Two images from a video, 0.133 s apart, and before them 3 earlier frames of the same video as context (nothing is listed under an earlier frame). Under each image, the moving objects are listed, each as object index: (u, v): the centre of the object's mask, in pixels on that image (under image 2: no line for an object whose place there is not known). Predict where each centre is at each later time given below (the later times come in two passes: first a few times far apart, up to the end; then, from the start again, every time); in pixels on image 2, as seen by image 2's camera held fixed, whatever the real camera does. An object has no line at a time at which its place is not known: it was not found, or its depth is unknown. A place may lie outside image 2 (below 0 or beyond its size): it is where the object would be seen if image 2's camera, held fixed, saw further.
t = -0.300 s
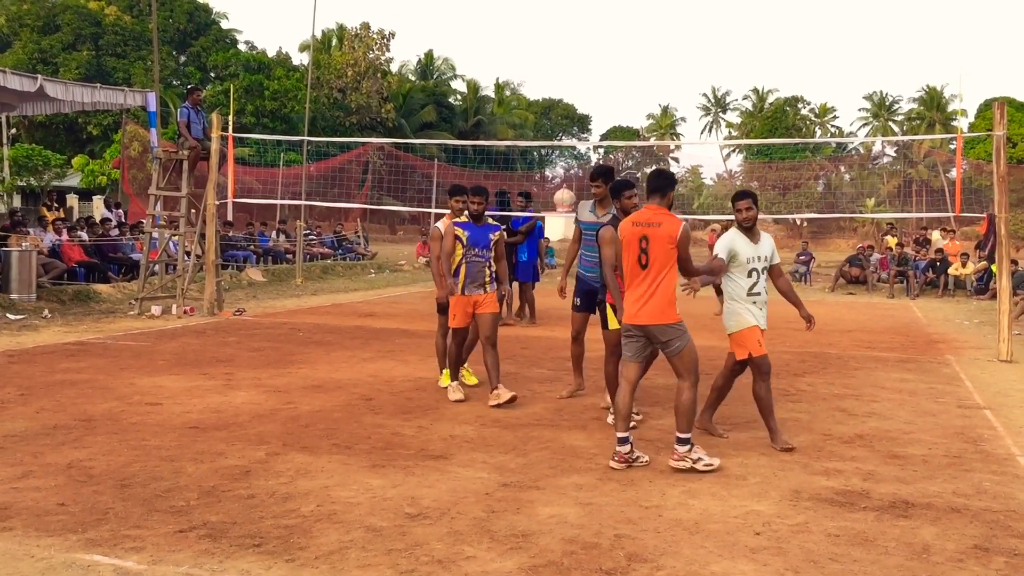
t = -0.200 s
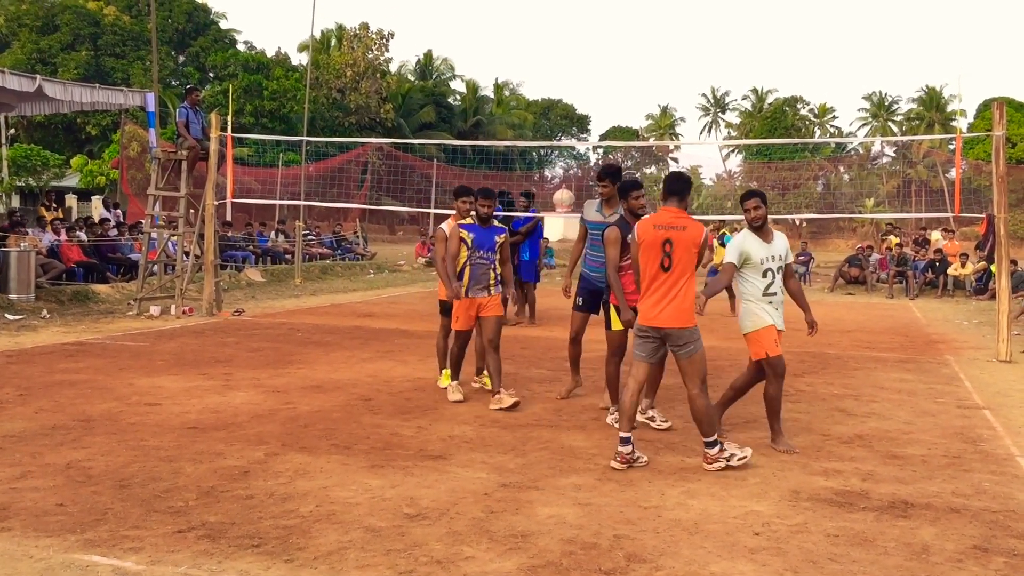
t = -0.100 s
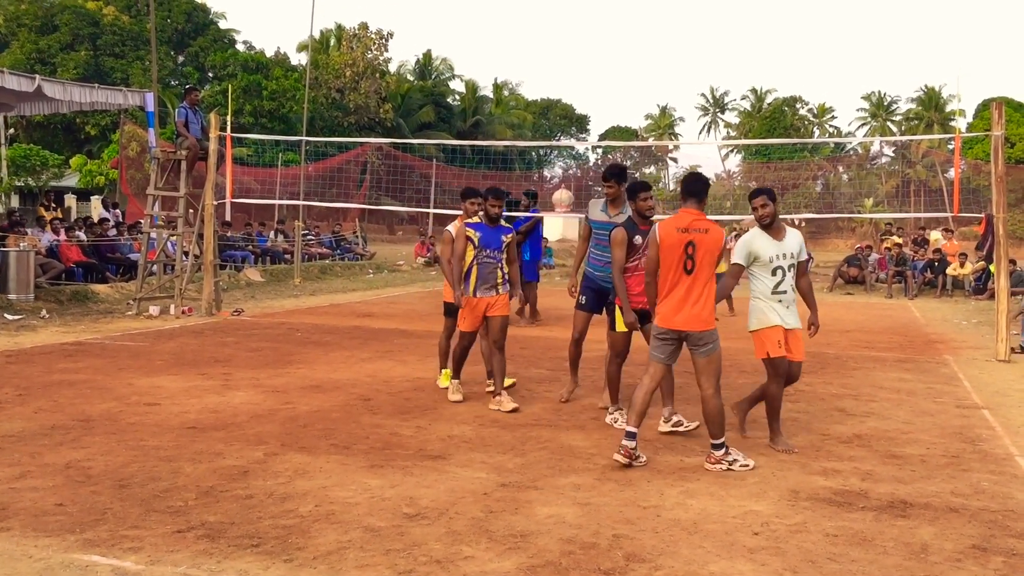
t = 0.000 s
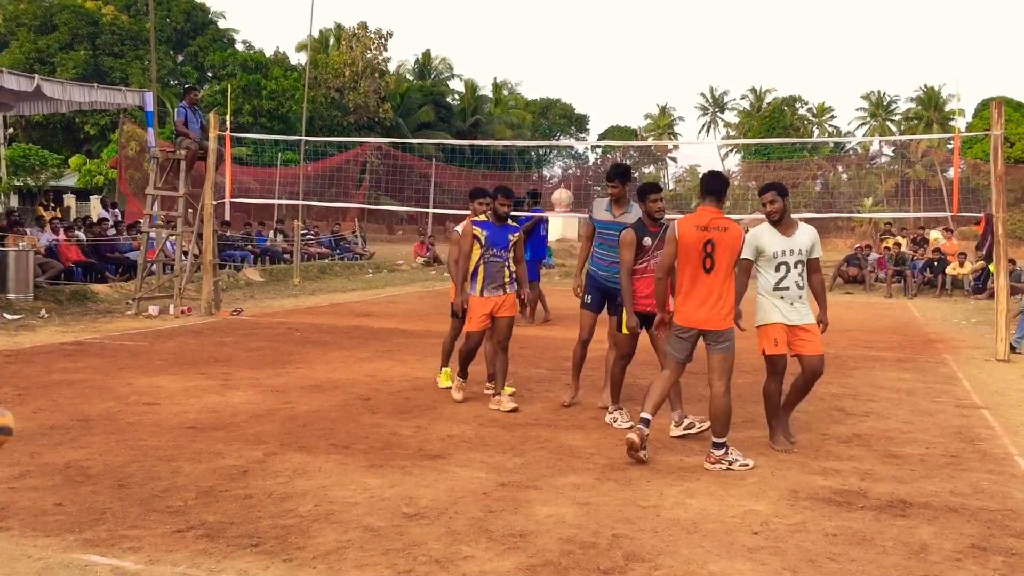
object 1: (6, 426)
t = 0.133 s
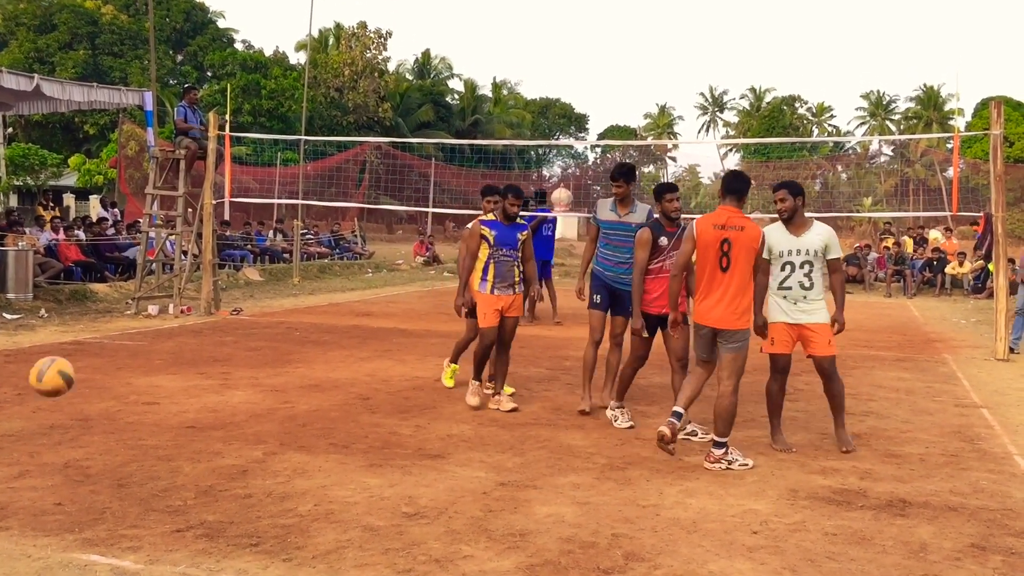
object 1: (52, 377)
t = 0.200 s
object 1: (81, 366)
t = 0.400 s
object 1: (156, 382)
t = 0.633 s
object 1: (231, 387)
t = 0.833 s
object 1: (285, 357)
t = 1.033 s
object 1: (332, 382)
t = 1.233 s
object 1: (375, 354)
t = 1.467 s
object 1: (420, 359)
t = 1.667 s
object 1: (455, 351)
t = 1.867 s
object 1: (487, 353)
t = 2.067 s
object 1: (517, 344)
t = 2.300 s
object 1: (549, 346)
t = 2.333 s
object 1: (554, 343)
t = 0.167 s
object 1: (66, 370)
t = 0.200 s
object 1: (81, 366)
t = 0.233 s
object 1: (95, 364)
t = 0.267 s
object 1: (107, 364)
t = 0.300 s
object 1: (120, 366)
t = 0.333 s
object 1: (133, 369)
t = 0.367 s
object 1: (145, 375)
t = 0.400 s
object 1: (156, 382)
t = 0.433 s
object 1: (168, 390)
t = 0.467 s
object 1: (179, 401)
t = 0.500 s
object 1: (188, 413)
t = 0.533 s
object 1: (199, 426)
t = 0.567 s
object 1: (210, 412)
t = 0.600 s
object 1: (220, 399)
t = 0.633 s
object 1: (231, 387)
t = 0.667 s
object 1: (240, 378)
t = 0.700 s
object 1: (250, 370)
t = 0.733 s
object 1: (259, 364)
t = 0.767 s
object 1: (268, 360)
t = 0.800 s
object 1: (277, 358)
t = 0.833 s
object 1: (285, 357)
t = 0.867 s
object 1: (294, 357)
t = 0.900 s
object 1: (301, 359)
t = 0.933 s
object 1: (309, 363)
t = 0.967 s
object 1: (317, 368)
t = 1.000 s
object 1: (324, 375)
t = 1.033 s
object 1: (332, 382)
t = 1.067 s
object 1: (339, 392)
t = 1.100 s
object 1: (347, 382)
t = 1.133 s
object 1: (353, 373)
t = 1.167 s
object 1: (362, 365)
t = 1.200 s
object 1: (368, 359)
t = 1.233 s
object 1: (375, 354)
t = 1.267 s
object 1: (382, 351)
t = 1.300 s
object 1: (389, 349)
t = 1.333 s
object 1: (395, 348)
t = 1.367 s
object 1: (402, 349)
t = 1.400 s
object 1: (408, 351)
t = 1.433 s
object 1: (414, 354)
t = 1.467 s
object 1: (420, 359)
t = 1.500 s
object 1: (426, 364)
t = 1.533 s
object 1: (431, 371)
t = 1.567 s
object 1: (438, 367)
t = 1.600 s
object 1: (444, 360)
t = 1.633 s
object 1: (450, 355)
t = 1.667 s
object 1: (455, 351)
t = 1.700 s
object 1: (461, 349)
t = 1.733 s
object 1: (466, 347)
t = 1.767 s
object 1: (471, 347)
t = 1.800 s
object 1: (477, 347)
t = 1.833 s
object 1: (482, 350)
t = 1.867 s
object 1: (487, 353)
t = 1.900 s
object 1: (492, 358)
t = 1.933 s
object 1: (497, 359)
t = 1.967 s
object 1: (502, 353)
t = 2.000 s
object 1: (506, 349)
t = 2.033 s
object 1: (511, 345)
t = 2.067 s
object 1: (517, 344)
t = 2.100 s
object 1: (522, 343)
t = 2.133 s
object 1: (526, 344)
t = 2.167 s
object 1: (531, 346)
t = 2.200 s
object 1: (535, 348)
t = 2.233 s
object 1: (539, 351)
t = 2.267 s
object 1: (544, 350)
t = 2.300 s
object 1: (549, 346)
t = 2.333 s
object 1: (554, 343)
